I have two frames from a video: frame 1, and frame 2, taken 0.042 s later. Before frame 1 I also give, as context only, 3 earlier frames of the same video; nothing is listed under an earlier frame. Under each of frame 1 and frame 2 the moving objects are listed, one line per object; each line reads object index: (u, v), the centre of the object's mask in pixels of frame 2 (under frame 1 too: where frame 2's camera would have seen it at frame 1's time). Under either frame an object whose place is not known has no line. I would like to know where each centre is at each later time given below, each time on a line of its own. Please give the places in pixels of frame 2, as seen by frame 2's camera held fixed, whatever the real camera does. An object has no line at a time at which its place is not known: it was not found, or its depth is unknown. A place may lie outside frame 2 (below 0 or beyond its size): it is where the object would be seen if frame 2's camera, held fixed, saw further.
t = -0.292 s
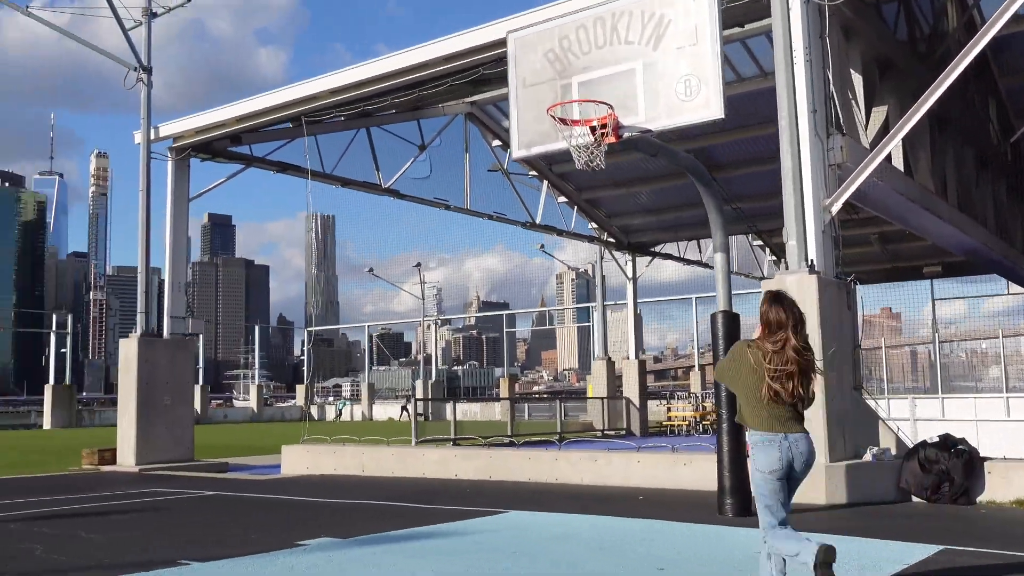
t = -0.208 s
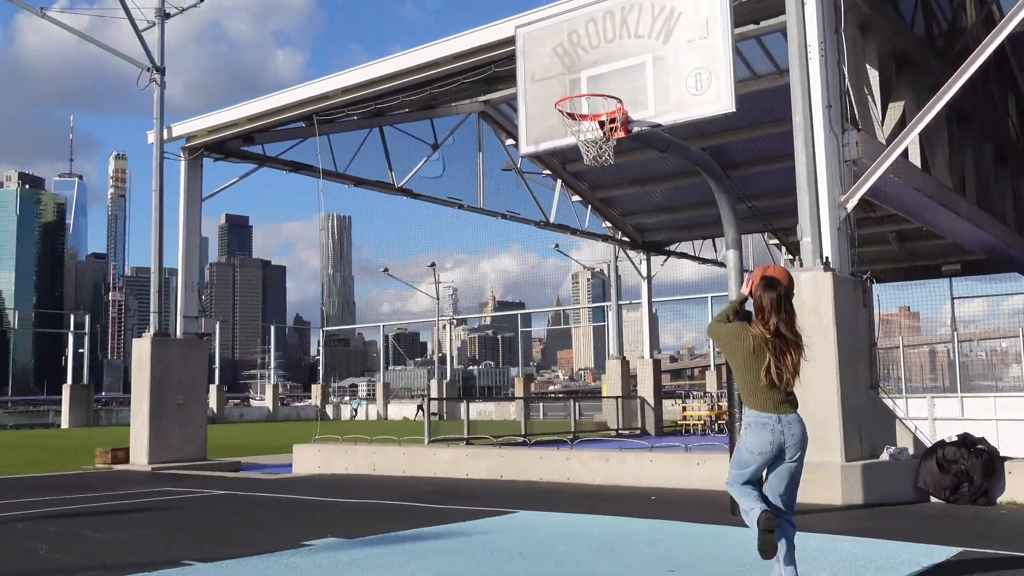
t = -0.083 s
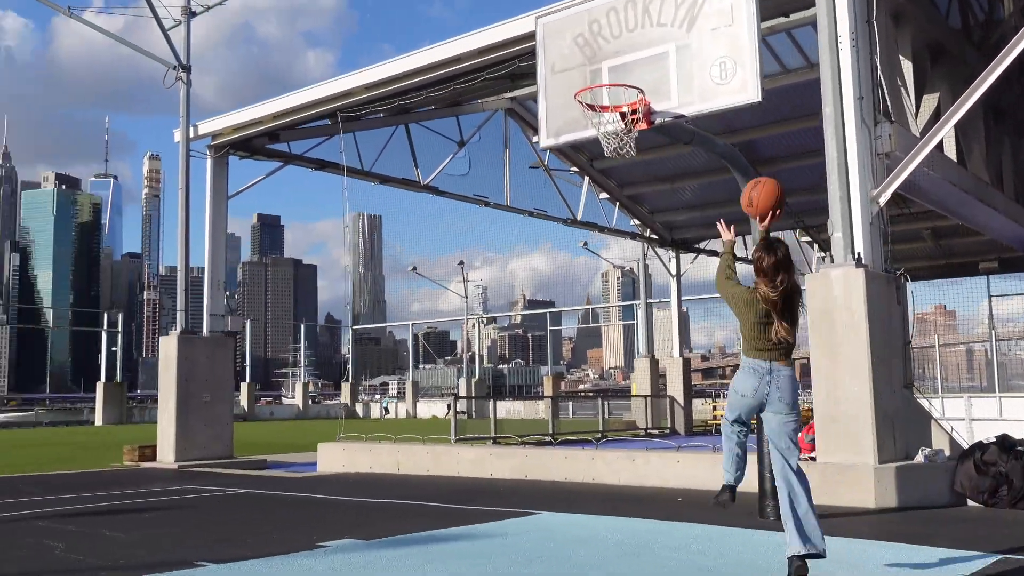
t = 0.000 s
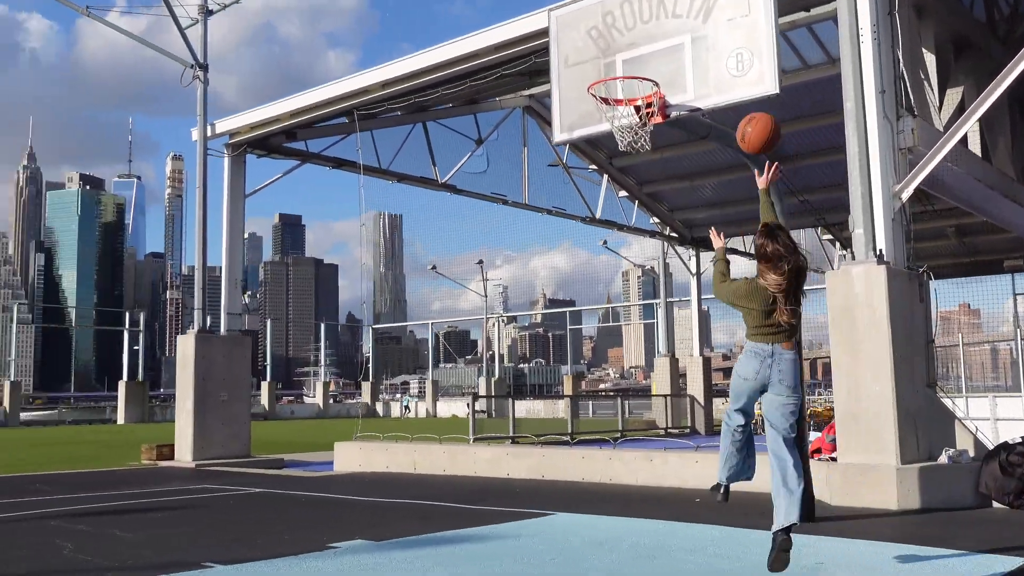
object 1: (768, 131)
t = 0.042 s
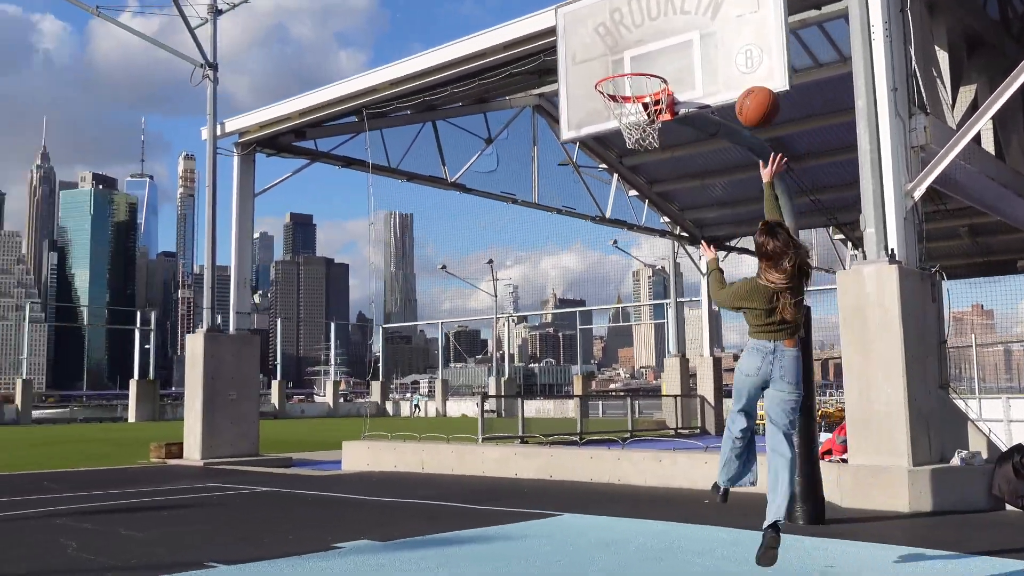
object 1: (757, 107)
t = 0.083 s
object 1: (747, 86)
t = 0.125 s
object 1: (737, 68)
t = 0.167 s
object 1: (728, 55)
